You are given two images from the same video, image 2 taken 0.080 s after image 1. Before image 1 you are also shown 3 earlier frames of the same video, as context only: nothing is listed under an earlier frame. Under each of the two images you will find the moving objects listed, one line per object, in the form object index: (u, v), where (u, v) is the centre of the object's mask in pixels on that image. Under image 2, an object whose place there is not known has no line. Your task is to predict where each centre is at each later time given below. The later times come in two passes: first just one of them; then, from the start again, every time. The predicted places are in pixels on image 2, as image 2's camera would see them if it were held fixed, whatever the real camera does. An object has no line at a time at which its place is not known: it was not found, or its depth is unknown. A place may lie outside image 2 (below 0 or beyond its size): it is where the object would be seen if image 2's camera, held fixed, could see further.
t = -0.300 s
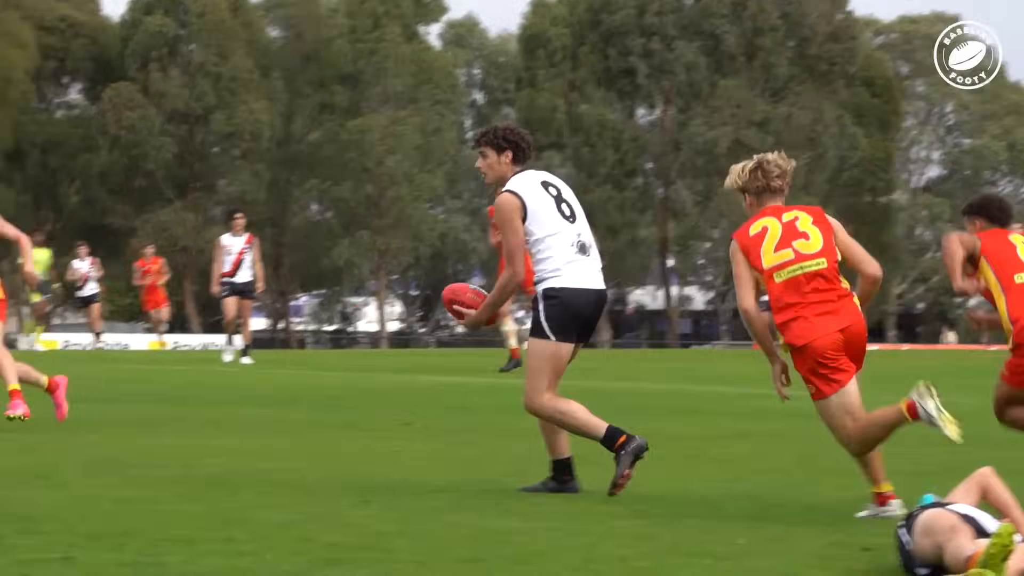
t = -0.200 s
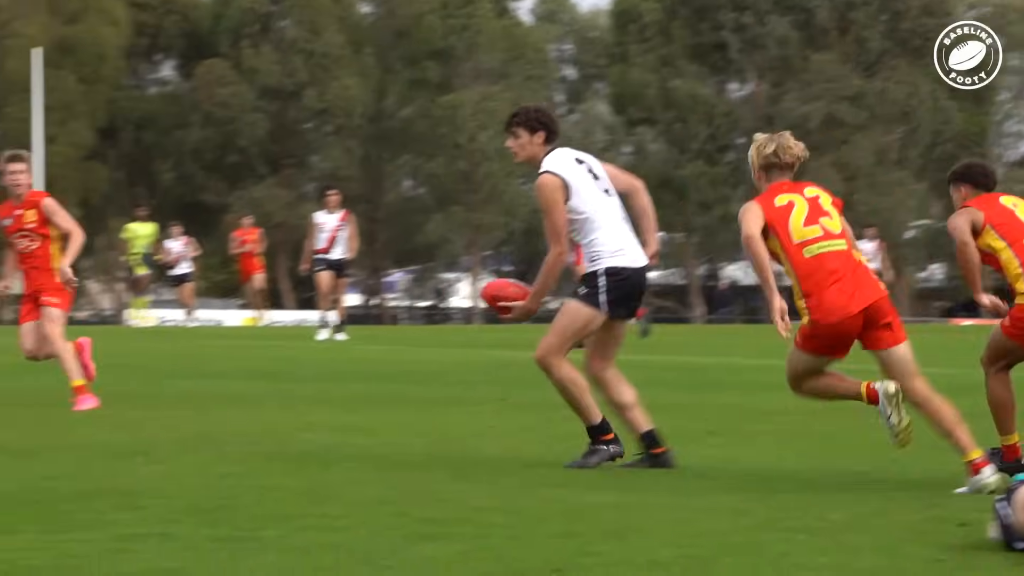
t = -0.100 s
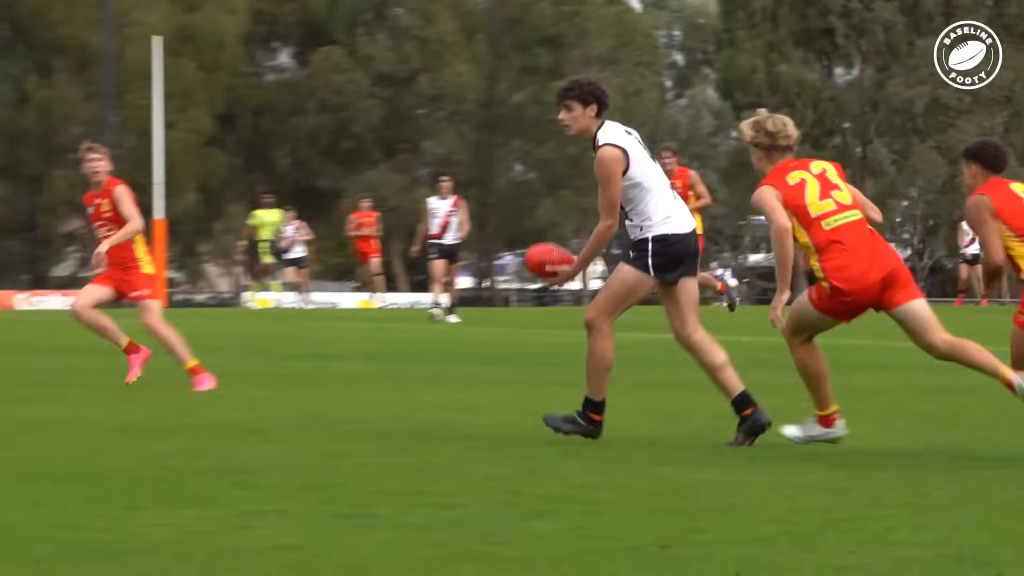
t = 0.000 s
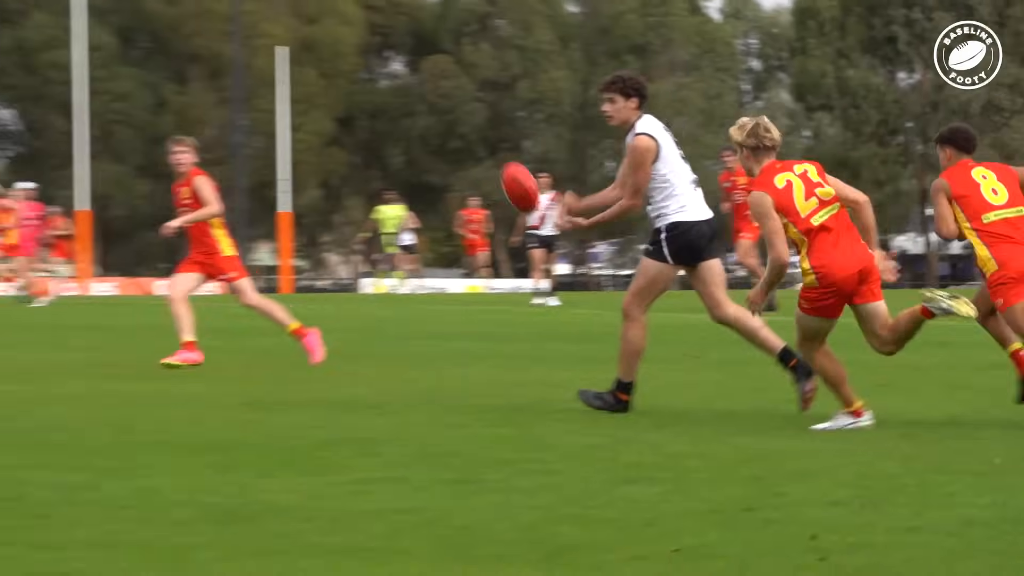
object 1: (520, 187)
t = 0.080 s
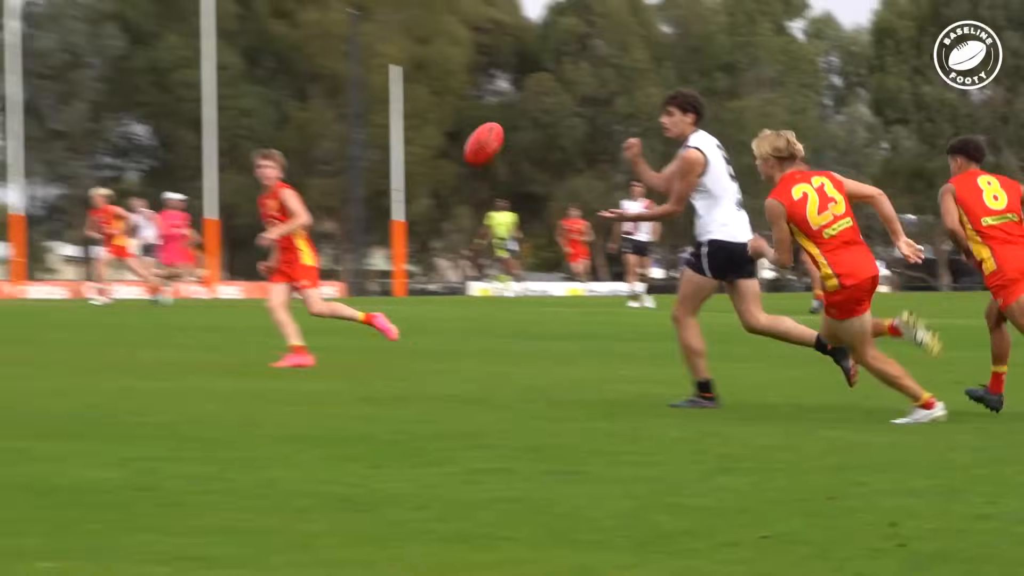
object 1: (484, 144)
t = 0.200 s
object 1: (285, 86)
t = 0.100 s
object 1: (450, 133)
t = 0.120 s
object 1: (418, 123)
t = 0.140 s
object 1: (384, 114)
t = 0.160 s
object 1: (352, 102)
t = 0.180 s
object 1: (319, 94)
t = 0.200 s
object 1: (285, 86)
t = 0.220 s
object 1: (251, 79)
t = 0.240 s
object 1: (220, 73)
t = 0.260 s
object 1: (185, 65)
